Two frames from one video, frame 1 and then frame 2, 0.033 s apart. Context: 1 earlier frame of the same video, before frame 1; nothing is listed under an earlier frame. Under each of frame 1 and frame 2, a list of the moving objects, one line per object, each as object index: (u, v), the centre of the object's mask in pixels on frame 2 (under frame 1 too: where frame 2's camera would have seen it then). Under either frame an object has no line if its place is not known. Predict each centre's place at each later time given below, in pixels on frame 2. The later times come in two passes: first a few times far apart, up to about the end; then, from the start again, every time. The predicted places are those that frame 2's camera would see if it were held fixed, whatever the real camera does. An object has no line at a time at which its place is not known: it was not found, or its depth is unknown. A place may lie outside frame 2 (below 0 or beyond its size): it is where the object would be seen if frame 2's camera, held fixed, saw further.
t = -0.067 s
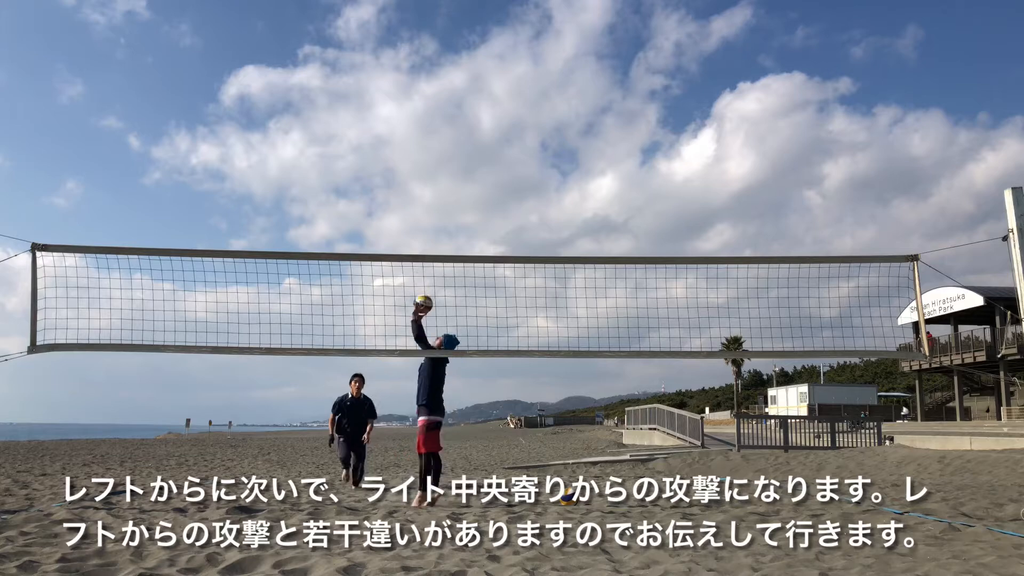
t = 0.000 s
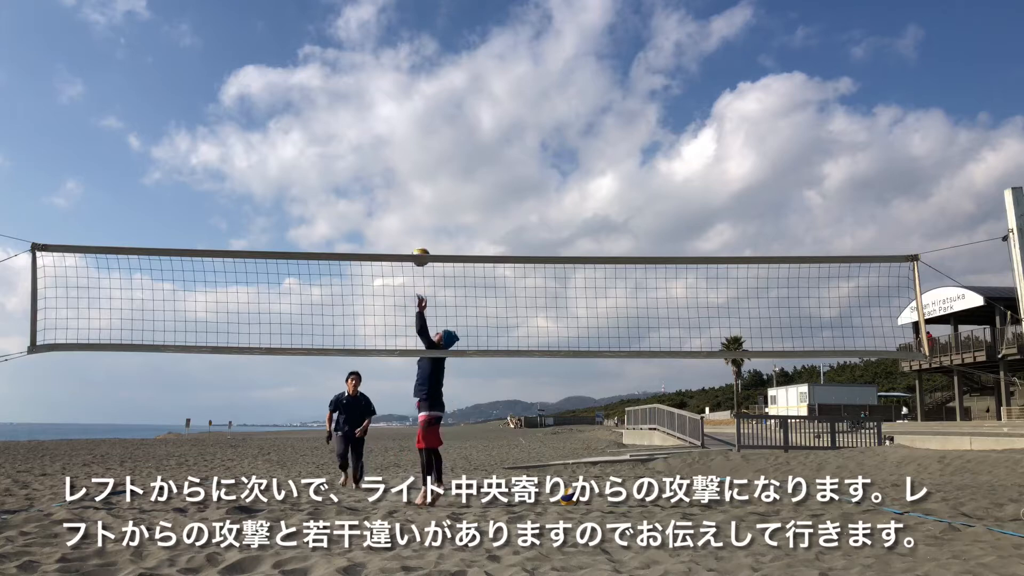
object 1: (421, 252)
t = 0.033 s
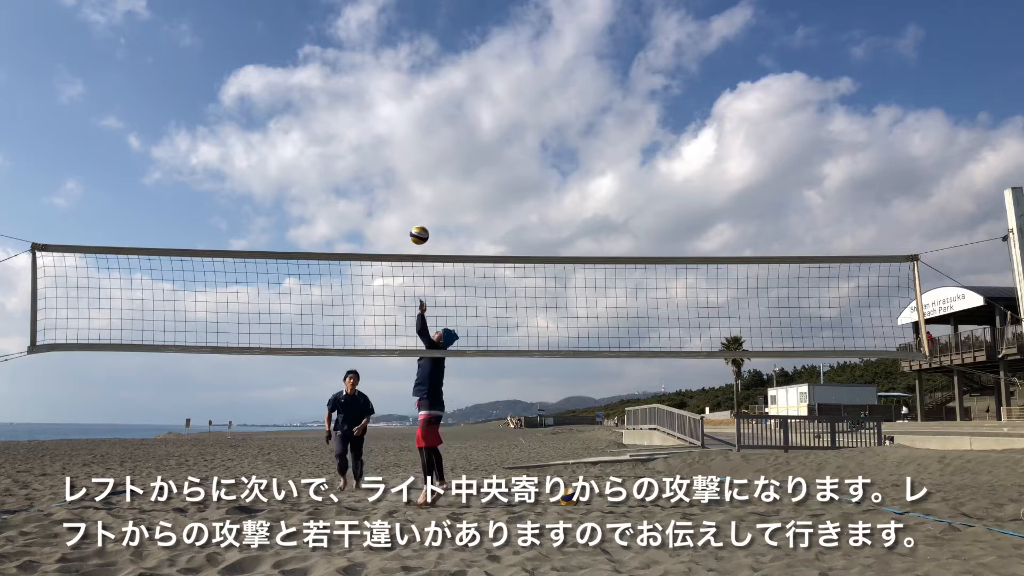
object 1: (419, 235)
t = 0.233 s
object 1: (410, 128)
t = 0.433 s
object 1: (399, 61)
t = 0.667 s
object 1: (385, 27)
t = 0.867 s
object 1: (371, 34)
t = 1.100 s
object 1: (355, 83)
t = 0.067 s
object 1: (418, 214)
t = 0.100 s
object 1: (416, 195)
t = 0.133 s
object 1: (415, 176)
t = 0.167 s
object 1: (413, 159)
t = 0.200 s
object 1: (411, 143)
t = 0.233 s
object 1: (410, 128)
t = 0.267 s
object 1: (408, 114)
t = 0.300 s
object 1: (406, 101)
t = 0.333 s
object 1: (404, 90)
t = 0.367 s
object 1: (402, 79)
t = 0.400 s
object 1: (400, 70)
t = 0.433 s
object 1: (399, 61)
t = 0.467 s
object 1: (397, 53)
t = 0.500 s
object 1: (395, 47)
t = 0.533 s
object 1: (393, 41)
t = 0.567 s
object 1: (391, 36)
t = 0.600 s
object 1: (389, 32)
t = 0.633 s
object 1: (387, 29)
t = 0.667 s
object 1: (385, 27)
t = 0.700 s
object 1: (382, 26)
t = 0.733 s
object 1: (381, 26)
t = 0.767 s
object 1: (378, 27)
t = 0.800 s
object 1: (376, 28)
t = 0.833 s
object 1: (374, 31)
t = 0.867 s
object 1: (371, 34)
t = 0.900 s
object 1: (369, 39)
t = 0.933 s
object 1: (367, 44)
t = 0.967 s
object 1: (364, 50)
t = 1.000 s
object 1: (362, 57)
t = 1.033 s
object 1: (360, 65)
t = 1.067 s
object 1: (357, 74)
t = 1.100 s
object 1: (355, 83)
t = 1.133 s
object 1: (352, 94)
